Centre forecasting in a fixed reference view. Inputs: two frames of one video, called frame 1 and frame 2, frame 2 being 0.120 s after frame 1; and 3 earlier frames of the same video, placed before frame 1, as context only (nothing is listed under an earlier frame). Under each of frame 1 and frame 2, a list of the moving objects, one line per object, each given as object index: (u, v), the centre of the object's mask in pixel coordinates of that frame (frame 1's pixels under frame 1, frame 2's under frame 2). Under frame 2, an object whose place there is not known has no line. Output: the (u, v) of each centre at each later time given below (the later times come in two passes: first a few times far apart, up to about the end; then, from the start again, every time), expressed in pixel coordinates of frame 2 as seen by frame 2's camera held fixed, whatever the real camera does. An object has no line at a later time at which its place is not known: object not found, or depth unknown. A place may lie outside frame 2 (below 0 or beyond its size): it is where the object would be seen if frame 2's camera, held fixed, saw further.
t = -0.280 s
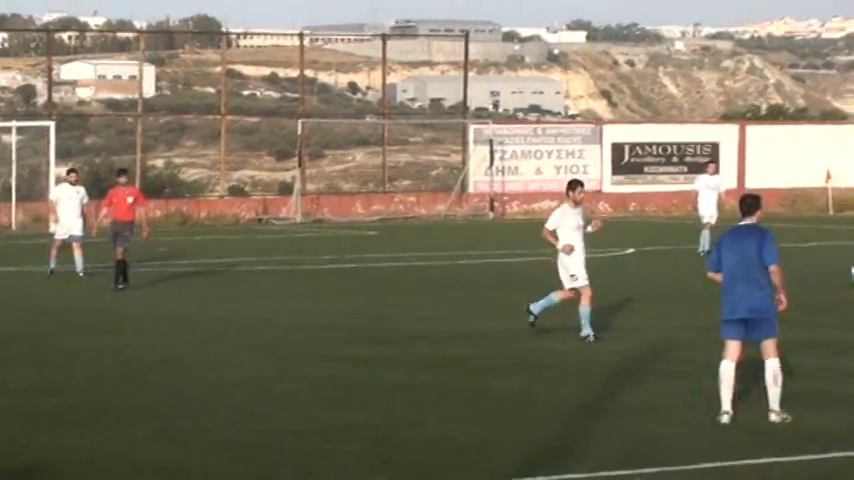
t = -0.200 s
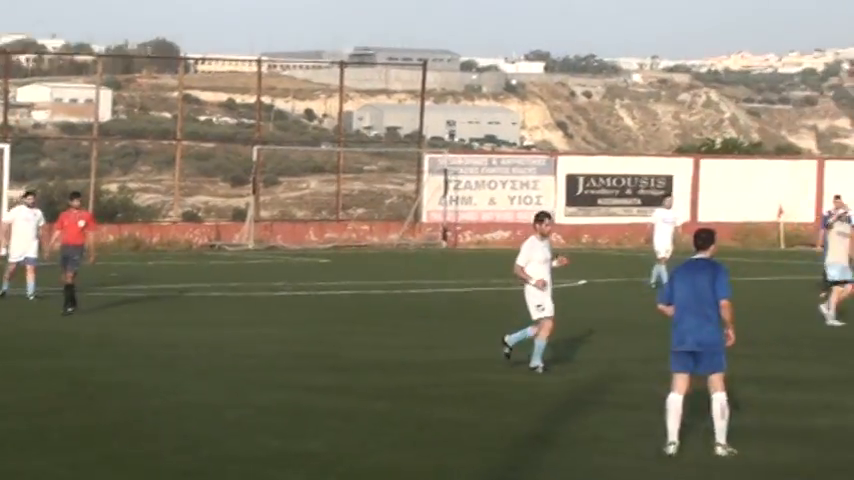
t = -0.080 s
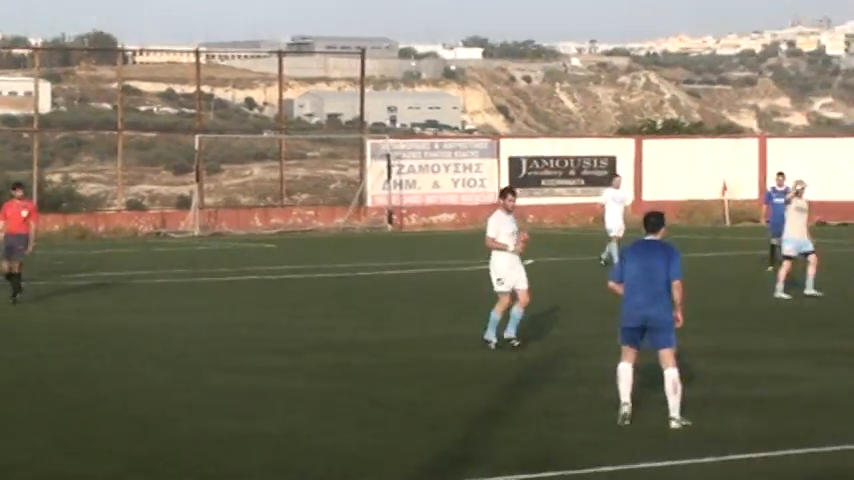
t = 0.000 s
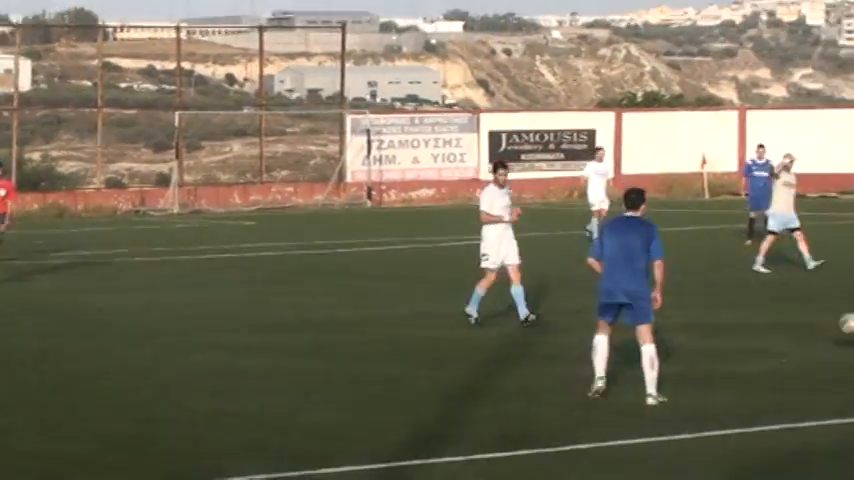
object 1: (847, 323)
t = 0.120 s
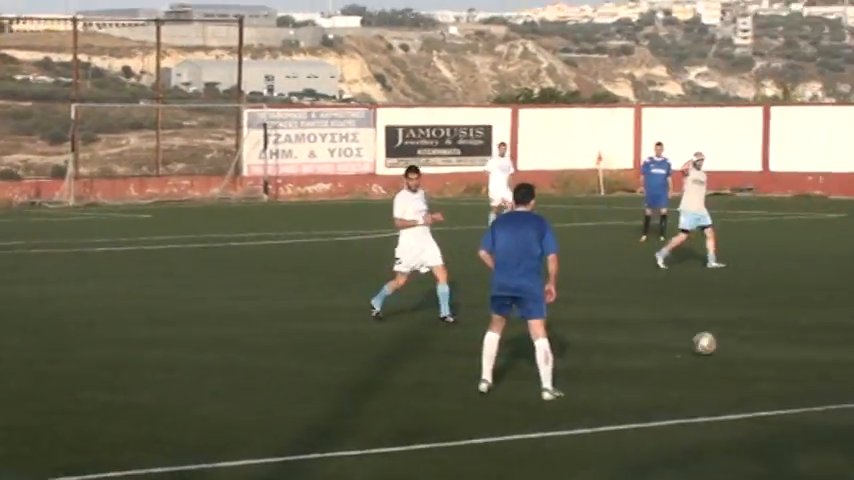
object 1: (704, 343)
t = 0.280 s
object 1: (662, 328)
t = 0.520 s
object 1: (597, 361)
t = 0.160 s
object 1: (694, 336)
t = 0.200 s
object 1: (683, 332)
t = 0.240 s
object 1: (673, 329)
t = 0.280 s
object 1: (662, 328)
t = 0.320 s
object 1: (651, 329)
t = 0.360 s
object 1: (639, 332)
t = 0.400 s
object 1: (628, 337)
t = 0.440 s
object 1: (618, 344)
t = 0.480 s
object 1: (608, 353)
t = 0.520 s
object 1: (597, 361)
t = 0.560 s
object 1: (586, 357)
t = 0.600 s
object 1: (575, 353)
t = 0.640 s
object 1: (562, 352)
